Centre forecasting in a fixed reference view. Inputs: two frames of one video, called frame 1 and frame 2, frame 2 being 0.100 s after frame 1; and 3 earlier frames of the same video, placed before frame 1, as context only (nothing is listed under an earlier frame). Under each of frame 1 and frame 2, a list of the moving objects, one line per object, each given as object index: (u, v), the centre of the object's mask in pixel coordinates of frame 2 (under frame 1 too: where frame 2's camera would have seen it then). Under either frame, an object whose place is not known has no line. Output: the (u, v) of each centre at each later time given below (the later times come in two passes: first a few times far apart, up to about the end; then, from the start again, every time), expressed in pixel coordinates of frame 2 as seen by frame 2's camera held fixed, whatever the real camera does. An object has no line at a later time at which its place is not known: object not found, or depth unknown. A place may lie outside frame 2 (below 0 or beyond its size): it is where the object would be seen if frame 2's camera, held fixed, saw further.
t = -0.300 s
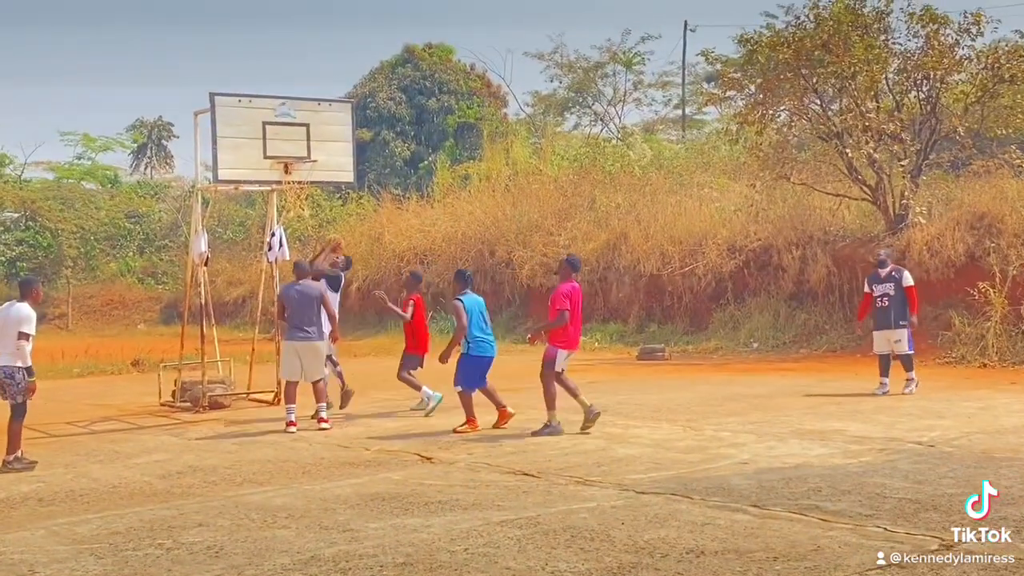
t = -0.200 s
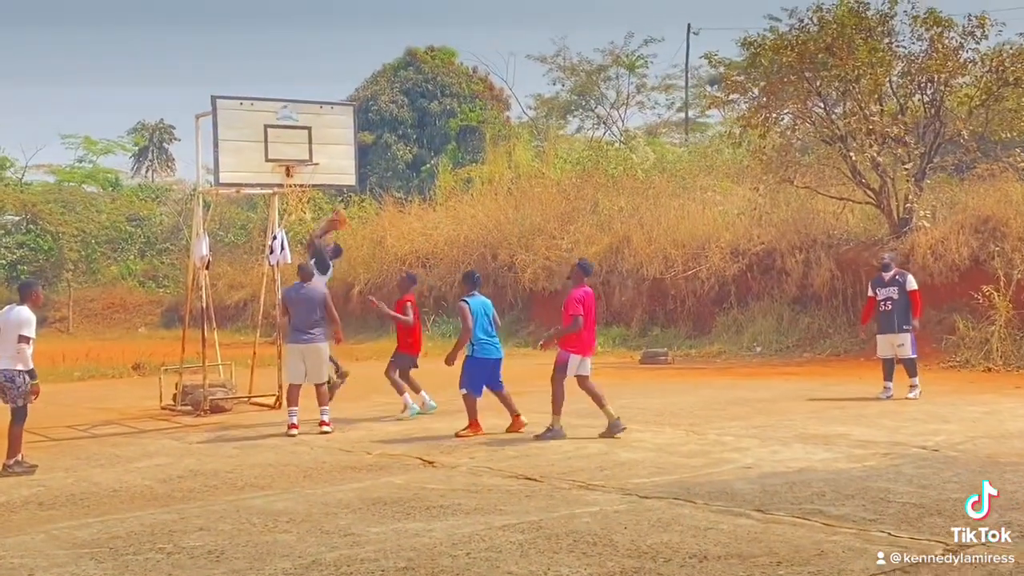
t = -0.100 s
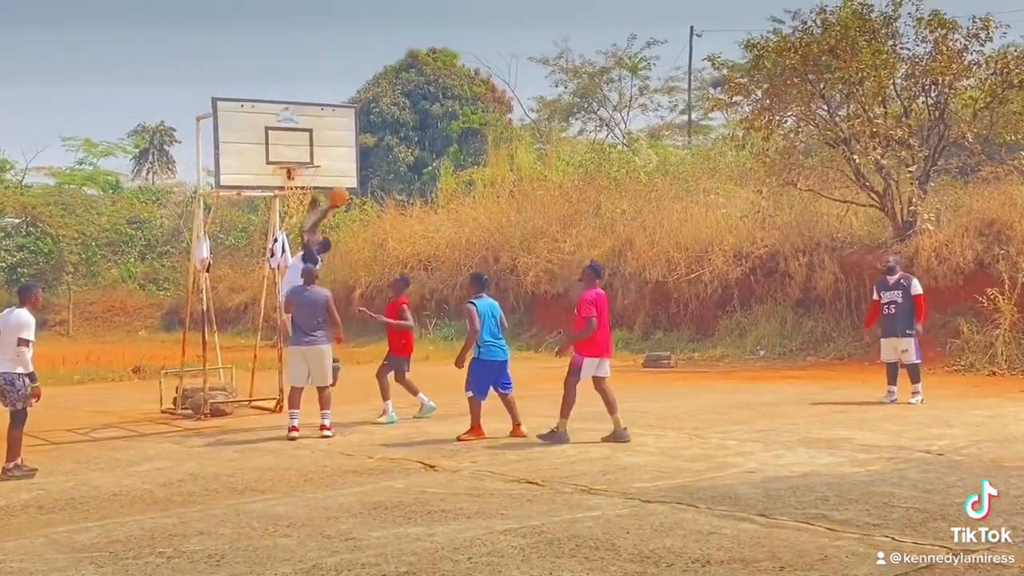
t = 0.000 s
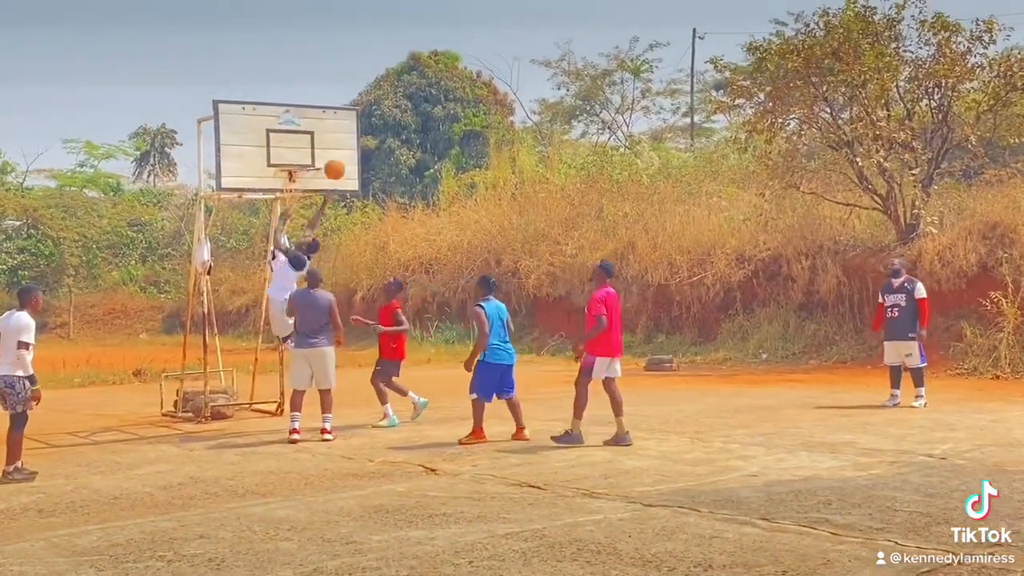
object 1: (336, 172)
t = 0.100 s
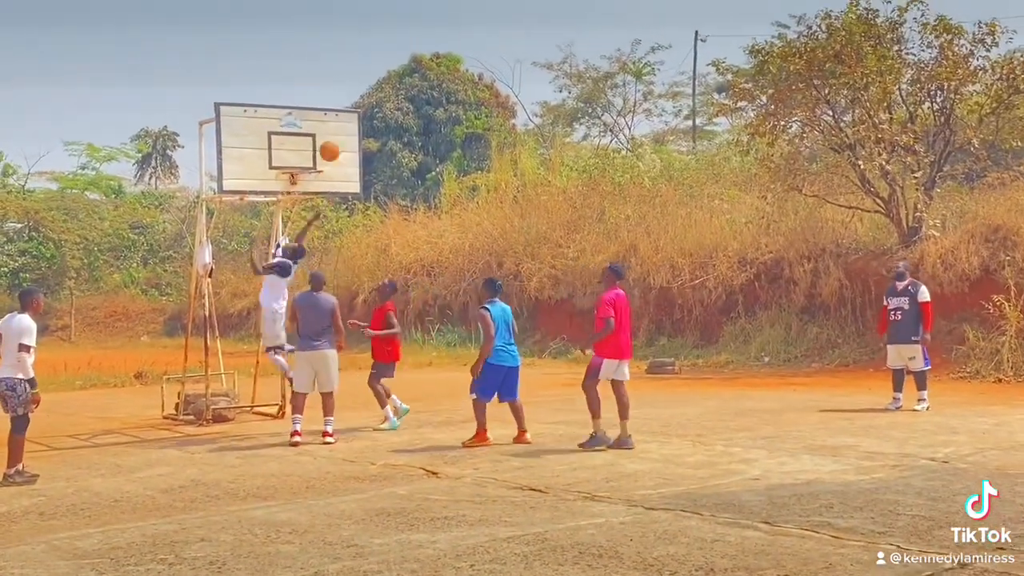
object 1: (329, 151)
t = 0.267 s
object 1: (318, 135)
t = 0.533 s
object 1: (302, 156)
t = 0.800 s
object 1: (295, 144)
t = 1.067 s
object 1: (292, 161)
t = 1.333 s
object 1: (300, 159)
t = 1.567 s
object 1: (306, 161)
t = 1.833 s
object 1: (308, 182)
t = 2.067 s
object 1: (305, 221)
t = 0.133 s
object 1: (327, 146)
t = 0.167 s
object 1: (325, 141)
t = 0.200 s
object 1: (323, 139)
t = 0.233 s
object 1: (321, 136)
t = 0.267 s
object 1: (318, 135)
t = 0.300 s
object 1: (316, 135)
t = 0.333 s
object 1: (314, 135)
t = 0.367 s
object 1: (312, 136)
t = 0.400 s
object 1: (310, 138)
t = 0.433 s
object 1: (308, 142)
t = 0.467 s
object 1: (306, 145)
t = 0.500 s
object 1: (305, 150)
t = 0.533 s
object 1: (302, 156)
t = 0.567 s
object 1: (302, 162)
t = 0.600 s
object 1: (300, 160)
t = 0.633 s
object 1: (299, 154)
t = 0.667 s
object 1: (299, 150)
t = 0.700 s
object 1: (298, 147)
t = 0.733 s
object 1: (297, 145)
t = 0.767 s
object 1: (296, 144)
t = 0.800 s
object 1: (295, 144)
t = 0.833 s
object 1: (294, 144)
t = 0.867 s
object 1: (293, 146)
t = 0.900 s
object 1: (293, 148)
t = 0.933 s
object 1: (292, 151)
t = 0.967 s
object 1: (291, 156)
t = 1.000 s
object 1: (291, 161)
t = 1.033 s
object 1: (290, 162)
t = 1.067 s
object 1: (292, 161)
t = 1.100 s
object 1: (293, 159)
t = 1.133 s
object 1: (294, 158)
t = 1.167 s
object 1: (295, 158)
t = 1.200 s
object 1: (296, 159)
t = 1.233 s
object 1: (297, 160)
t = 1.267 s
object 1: (298, 162)
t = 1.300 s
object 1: (299, 161)
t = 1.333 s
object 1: (300, 159)
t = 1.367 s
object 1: (301, 159)
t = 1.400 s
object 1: (302, 158)
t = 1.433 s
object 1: (303, 158)
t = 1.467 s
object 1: (304, 159)
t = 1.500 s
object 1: (305, 160)
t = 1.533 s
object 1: (306, 161)
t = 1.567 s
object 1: (306, 161)
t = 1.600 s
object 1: (306, 161)
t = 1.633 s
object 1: (306, 161)
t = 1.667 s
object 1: (306, 161)
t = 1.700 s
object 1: (306, 162)
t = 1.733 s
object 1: (307, 163)
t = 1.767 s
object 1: (307, 170)
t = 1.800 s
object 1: (308, 176)
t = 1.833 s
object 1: (308, 182)
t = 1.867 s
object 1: (308, 188)
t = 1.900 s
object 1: (309, 197)
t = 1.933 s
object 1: (307, 206)
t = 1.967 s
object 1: (306, 207)
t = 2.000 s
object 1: (306, 210)
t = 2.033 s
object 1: (307, 218)
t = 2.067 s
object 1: (305, 221)
